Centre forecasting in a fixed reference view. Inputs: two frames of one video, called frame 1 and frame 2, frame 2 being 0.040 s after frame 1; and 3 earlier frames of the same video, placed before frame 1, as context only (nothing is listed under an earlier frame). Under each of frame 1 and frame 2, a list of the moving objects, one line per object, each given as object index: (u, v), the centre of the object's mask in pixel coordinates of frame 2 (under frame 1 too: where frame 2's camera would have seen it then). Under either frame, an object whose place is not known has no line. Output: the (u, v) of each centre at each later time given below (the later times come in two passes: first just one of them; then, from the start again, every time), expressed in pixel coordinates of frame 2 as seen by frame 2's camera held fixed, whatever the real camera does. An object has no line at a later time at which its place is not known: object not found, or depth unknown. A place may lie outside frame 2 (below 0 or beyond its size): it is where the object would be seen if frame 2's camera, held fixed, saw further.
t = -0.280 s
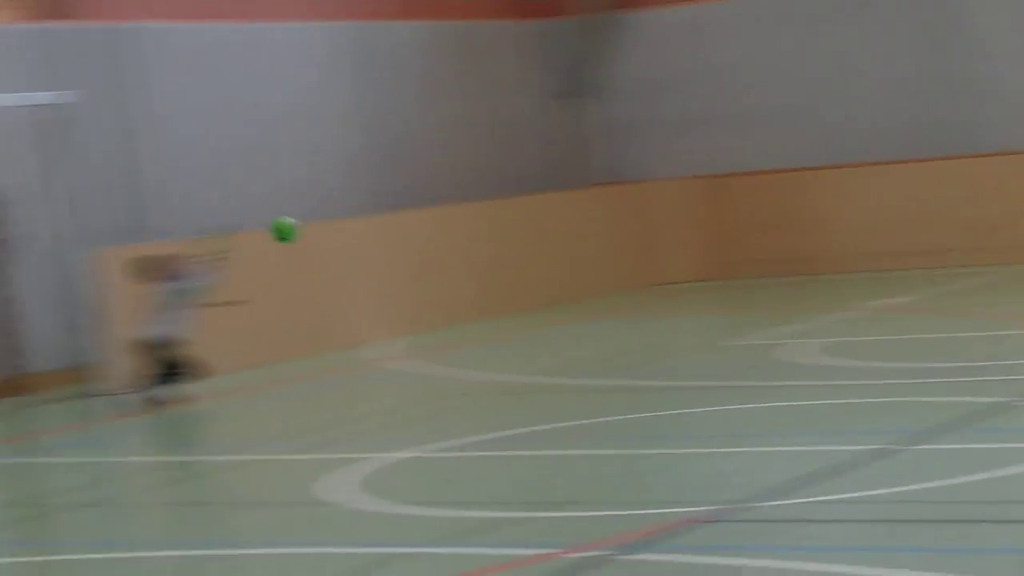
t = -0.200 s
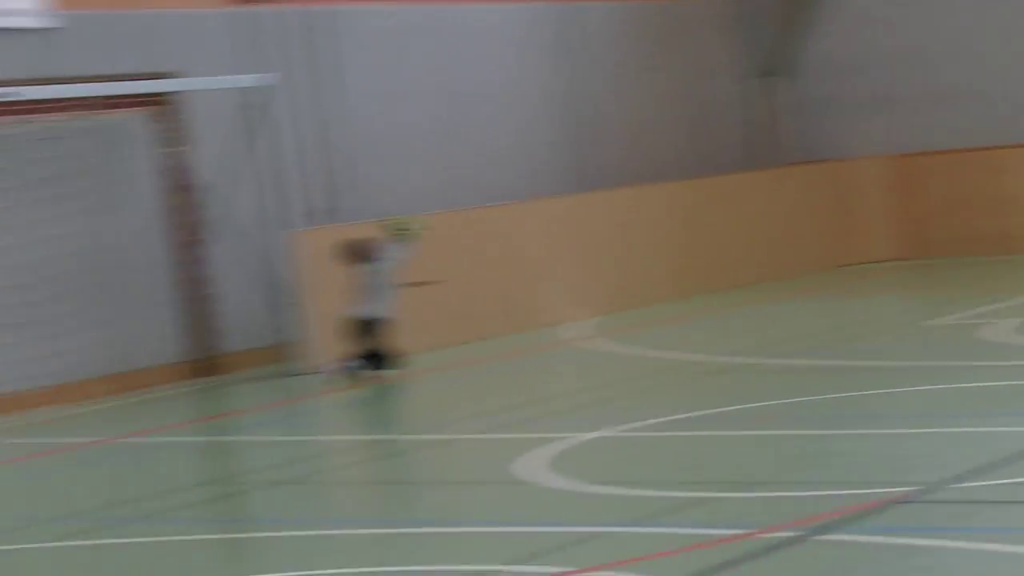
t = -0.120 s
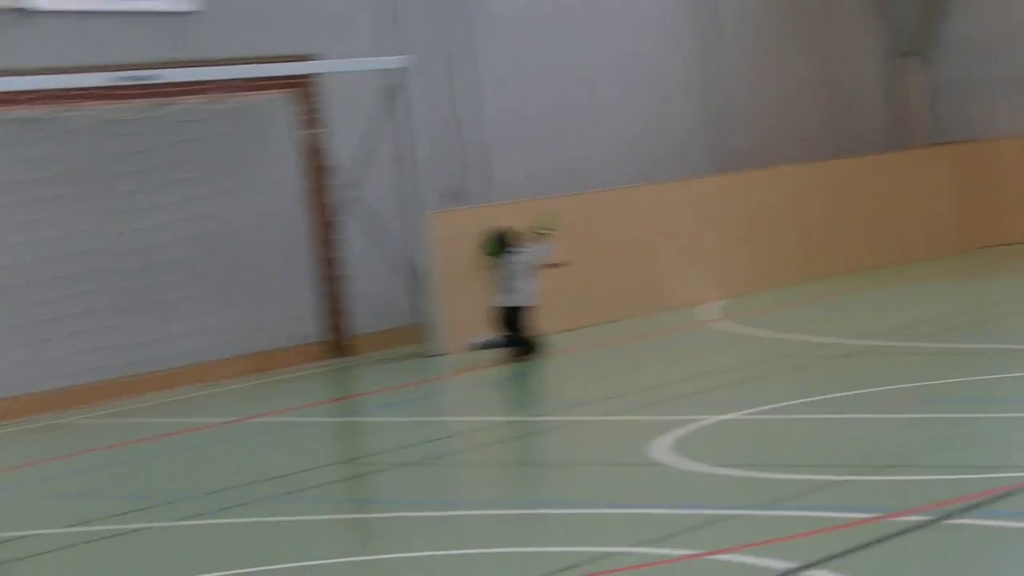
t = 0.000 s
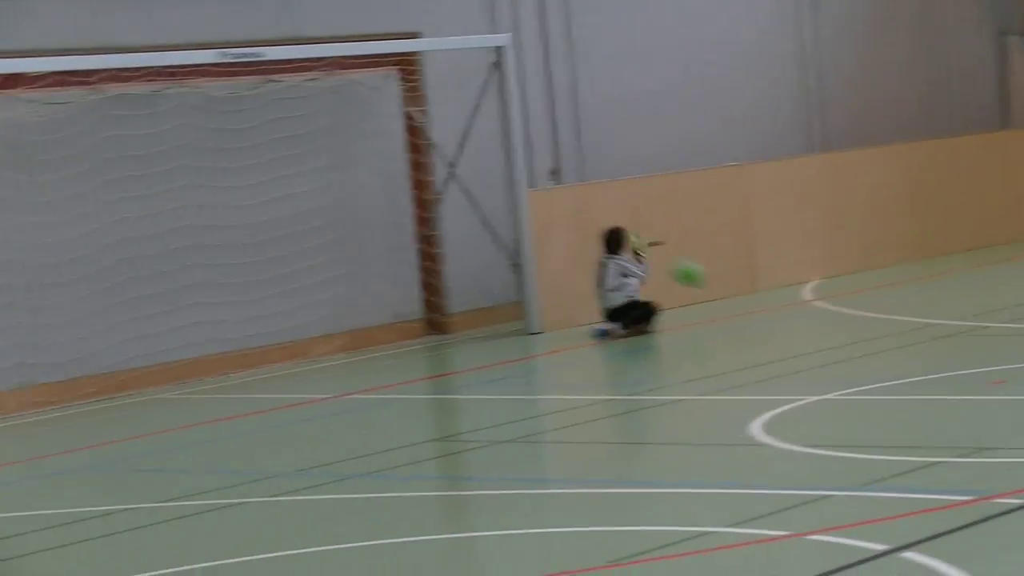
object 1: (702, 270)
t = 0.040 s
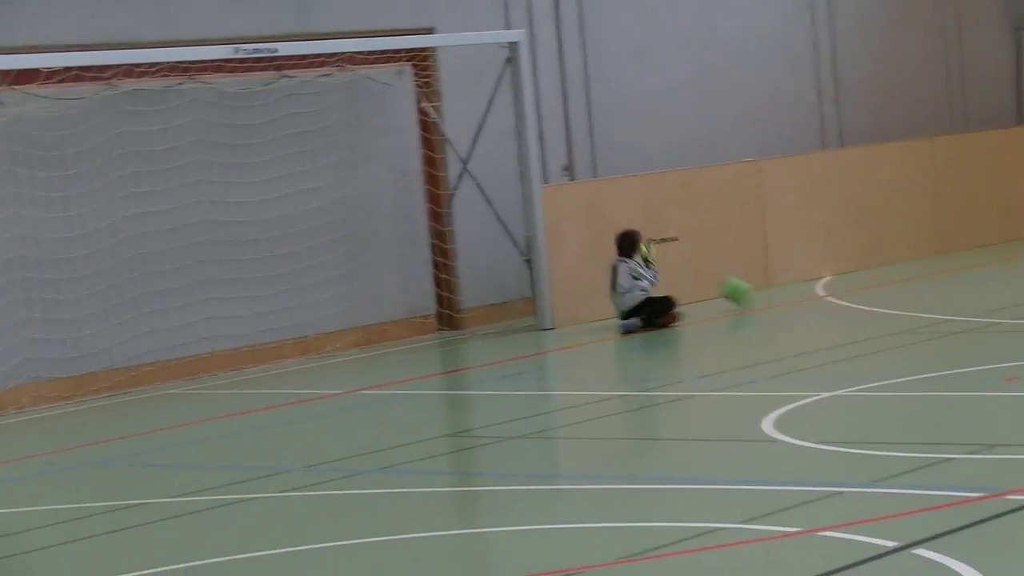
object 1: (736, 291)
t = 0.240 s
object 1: (844, 212)
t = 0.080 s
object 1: (761, 284)
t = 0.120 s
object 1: (781, 262)
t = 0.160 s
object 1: (800, 243)
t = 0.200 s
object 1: (820, 226)
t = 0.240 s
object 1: (844, 212)
